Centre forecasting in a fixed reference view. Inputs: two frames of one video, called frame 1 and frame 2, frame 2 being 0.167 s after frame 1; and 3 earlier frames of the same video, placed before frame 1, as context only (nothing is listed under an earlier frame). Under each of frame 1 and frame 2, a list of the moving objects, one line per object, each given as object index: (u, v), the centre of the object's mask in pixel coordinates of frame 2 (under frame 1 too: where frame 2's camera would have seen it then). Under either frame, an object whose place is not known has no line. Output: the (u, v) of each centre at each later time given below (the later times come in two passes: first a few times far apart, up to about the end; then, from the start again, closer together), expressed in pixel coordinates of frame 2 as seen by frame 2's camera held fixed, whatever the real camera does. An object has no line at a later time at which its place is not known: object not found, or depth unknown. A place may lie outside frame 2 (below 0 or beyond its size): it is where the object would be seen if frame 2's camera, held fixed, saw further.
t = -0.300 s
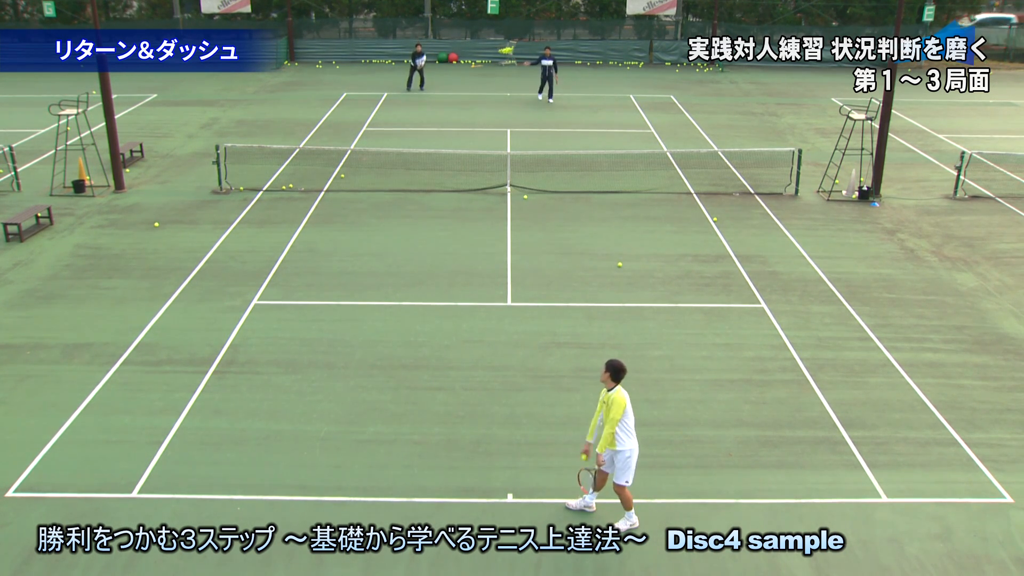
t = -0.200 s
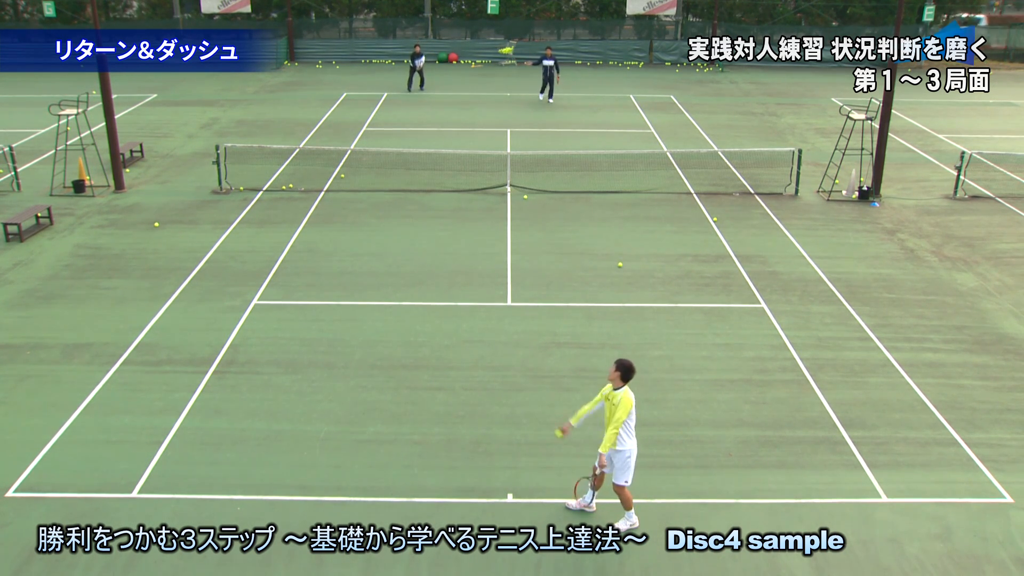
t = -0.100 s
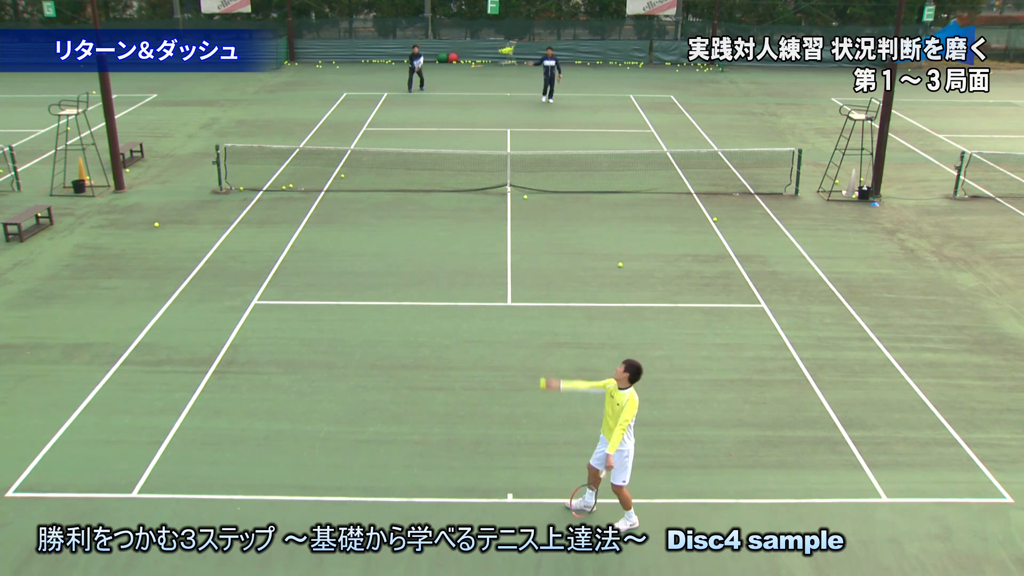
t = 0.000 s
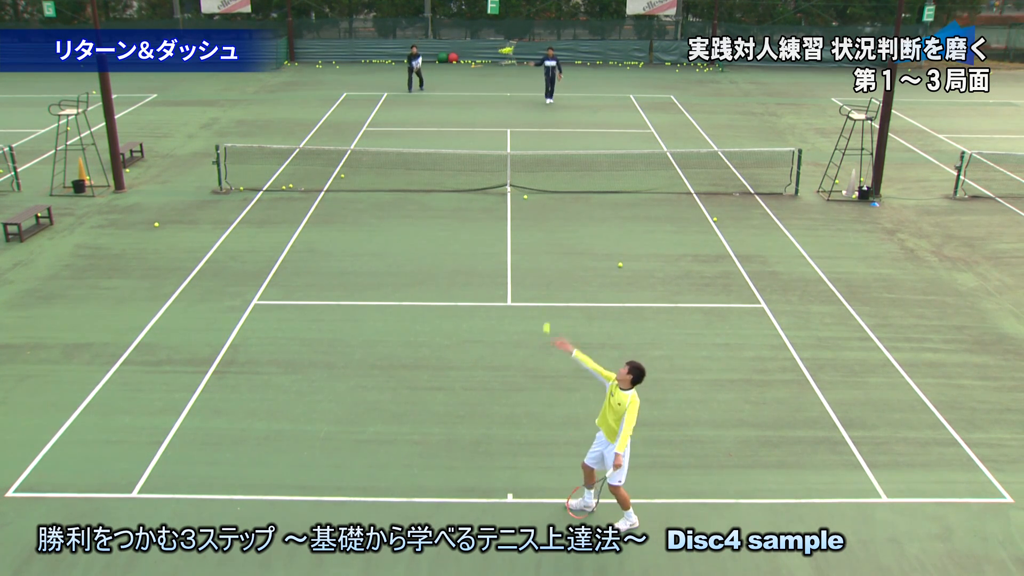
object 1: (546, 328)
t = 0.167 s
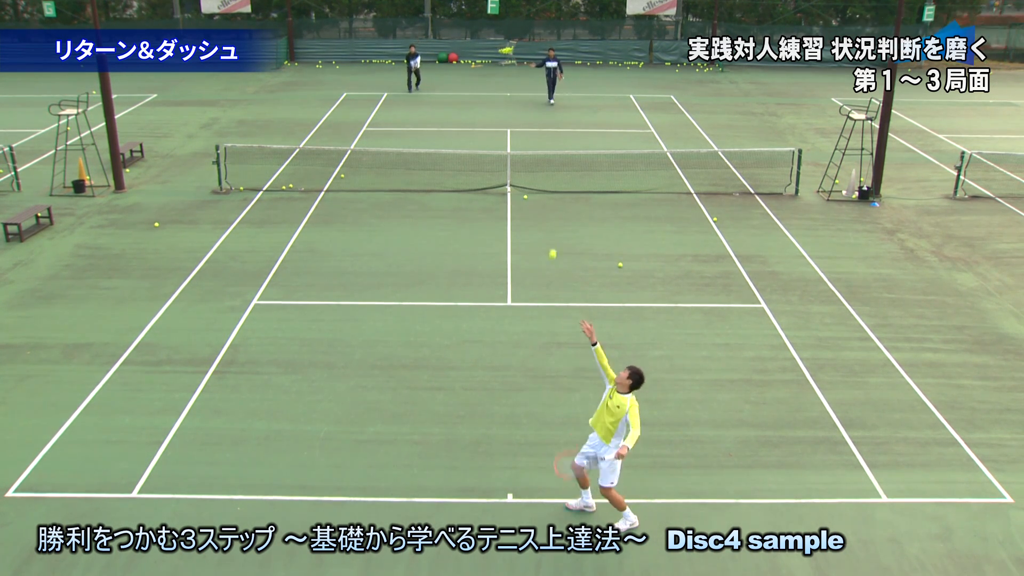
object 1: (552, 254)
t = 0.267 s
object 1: (556, 221)
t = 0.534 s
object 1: (563, 182)
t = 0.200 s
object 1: (554, 241)
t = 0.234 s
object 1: (555, 230)
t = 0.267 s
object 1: (556, 221)
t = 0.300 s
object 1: (557, 212)
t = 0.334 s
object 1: (558, 205)
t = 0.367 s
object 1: (559, 198)
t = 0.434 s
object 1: (561, 188)
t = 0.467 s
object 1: (562, 185)
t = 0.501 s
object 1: (562, 183)
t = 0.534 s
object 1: (563, 182)
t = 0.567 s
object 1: (564, 182)
